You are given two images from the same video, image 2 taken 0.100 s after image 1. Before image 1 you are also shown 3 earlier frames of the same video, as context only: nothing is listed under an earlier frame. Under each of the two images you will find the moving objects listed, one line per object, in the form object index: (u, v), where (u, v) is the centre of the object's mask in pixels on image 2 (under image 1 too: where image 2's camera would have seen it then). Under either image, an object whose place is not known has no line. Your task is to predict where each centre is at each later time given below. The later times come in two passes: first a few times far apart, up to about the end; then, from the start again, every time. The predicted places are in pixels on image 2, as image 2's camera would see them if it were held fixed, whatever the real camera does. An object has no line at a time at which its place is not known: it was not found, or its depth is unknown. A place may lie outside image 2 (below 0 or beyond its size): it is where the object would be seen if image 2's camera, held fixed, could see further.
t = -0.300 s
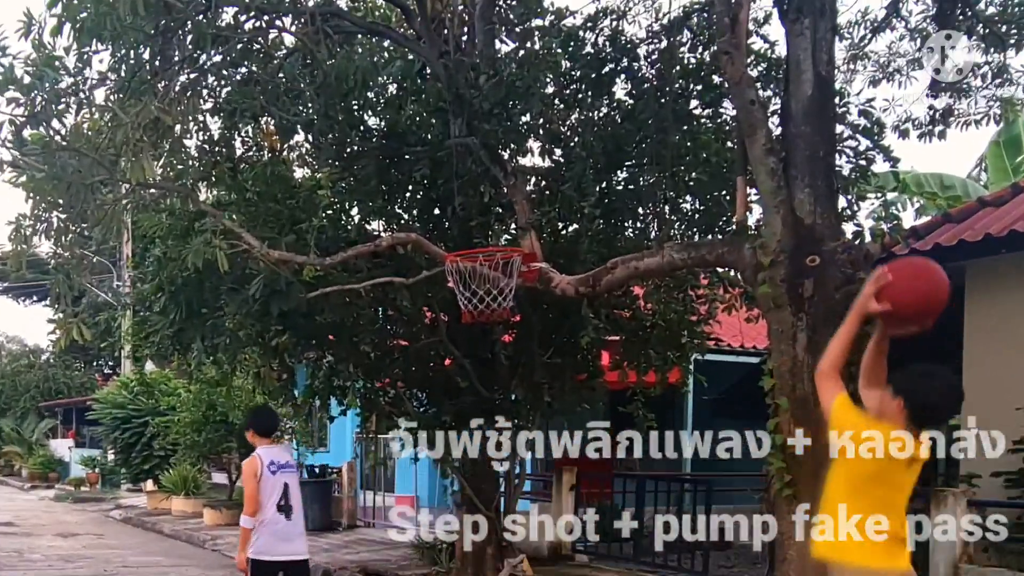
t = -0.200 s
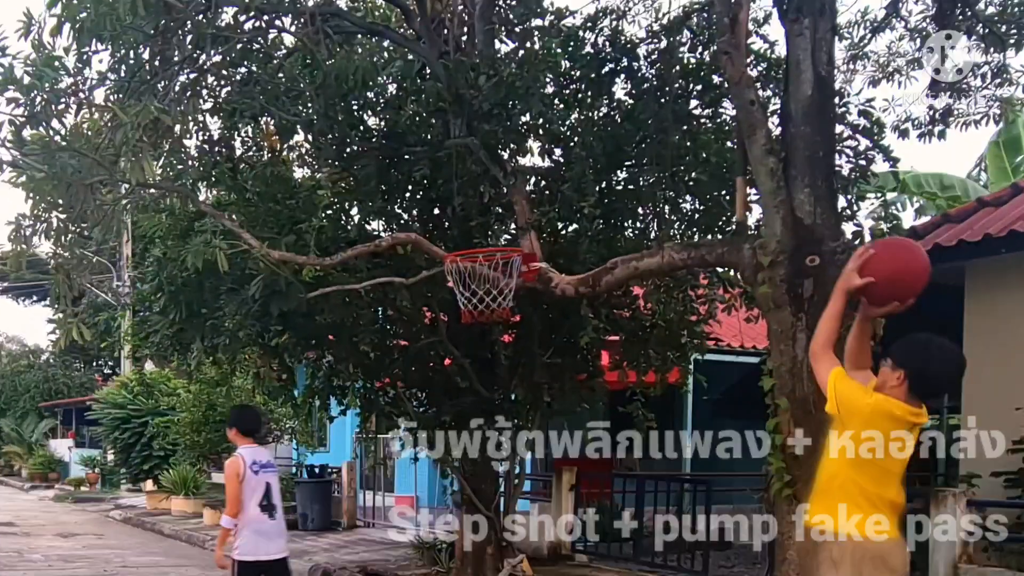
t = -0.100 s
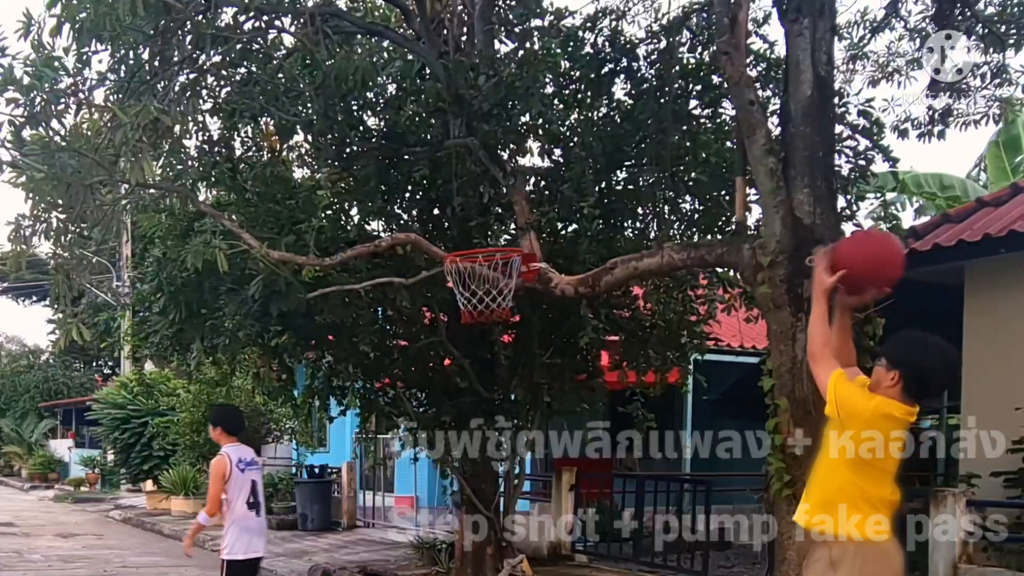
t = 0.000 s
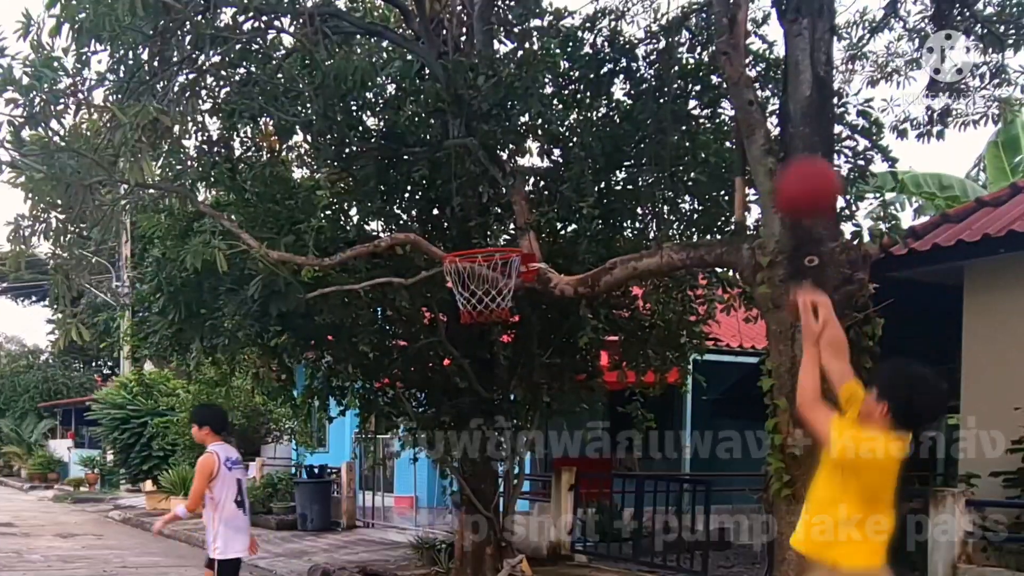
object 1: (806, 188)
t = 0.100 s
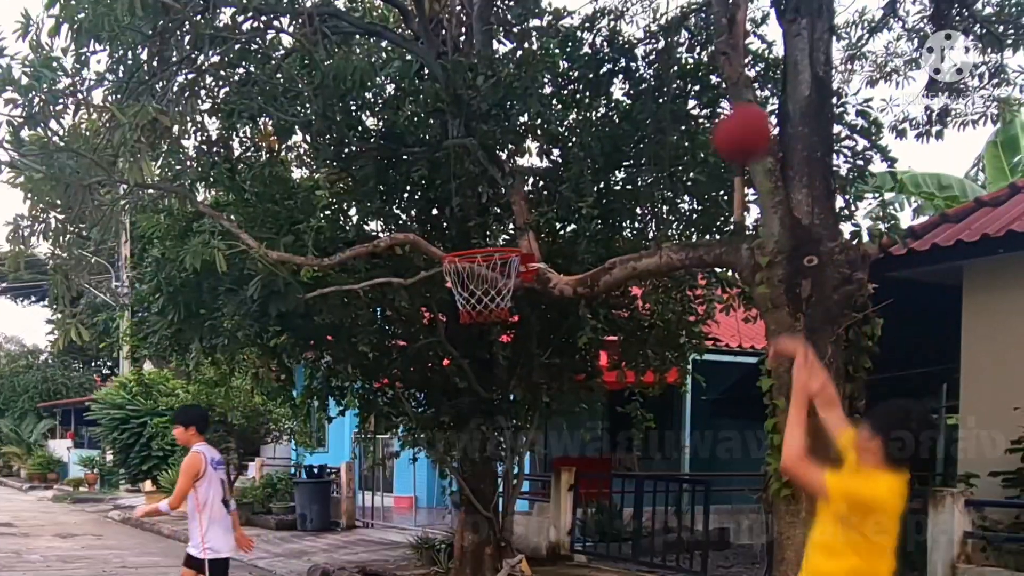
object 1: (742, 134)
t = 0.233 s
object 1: (671, 104)
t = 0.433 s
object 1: (588, 132)
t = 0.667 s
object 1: (515, 227)
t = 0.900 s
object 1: (490, 211)
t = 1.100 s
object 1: (471, 239)
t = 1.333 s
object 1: (473, 281)
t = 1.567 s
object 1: (485, 384)
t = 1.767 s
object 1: (495, 534)
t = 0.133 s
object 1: (725, 121)
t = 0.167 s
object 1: (705, 113)
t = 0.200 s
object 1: (689, 107)
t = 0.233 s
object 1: (671, 104)
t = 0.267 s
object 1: (658, 104)
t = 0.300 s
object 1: (643, 105)
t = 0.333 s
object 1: (628, 108)
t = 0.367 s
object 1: (615, 115)
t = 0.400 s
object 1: (601, 121)
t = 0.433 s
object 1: (588, 132)
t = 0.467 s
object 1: (576, 142)
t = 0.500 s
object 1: (564, 155)
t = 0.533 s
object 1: (554, 168)
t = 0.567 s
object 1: (541, 185)
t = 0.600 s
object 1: (531, 201)
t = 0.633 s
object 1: (522, 217)
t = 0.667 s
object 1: (515, 227)
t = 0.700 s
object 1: (511, 220)
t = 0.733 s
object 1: (508, 215)
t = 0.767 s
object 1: (504, 211)
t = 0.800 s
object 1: (502, 209)
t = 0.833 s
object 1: (496, 207)
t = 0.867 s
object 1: (493, 208)
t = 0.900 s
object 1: (490, 211)
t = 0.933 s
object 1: (485, 215)
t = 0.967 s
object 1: (482, 222)
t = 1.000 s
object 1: (478, 229)
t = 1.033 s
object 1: (475, 236)
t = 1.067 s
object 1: (471, 240)
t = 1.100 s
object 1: (471, 239)
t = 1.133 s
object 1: (471, 240)
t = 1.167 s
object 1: (471, 240)
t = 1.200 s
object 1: (470, 242)
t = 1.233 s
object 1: (469, 245)
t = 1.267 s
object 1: (472, 266)
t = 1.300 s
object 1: (472, 273)
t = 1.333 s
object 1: (473, 281)
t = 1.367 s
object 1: (475, 296)
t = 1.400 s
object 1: (478, 306)
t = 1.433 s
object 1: (479, 318)
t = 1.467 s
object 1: (480, 332)
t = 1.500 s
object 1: (482, 347)
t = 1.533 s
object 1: (484, 365)
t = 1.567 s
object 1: (485, 384)
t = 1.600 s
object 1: (487, 405)
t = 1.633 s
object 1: (489, 428)
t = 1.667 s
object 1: (490, 452)
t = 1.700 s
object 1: (492, 477)
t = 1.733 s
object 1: (493, 506)
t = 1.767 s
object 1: (495, 534)
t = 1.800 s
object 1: (497, 560)
